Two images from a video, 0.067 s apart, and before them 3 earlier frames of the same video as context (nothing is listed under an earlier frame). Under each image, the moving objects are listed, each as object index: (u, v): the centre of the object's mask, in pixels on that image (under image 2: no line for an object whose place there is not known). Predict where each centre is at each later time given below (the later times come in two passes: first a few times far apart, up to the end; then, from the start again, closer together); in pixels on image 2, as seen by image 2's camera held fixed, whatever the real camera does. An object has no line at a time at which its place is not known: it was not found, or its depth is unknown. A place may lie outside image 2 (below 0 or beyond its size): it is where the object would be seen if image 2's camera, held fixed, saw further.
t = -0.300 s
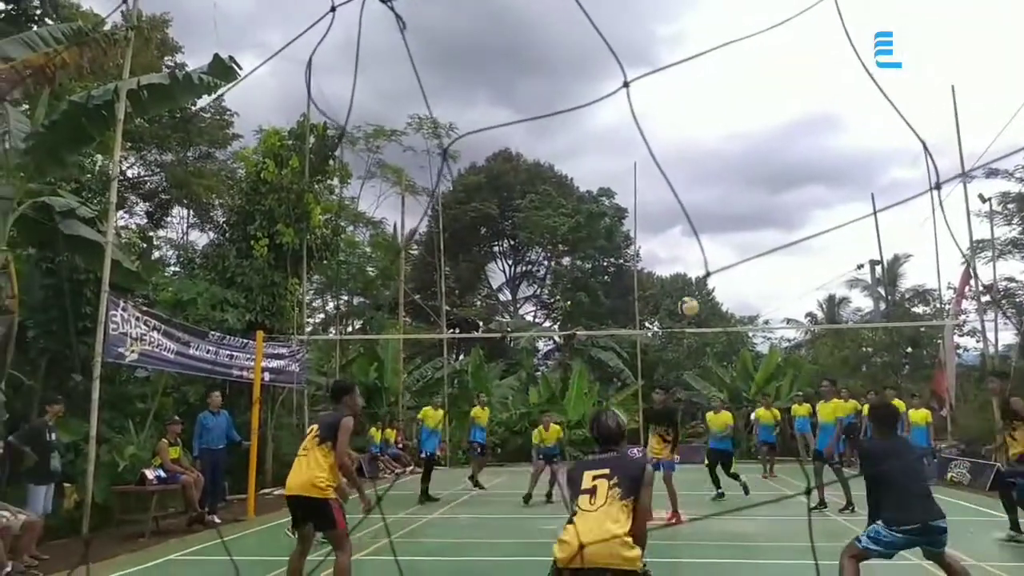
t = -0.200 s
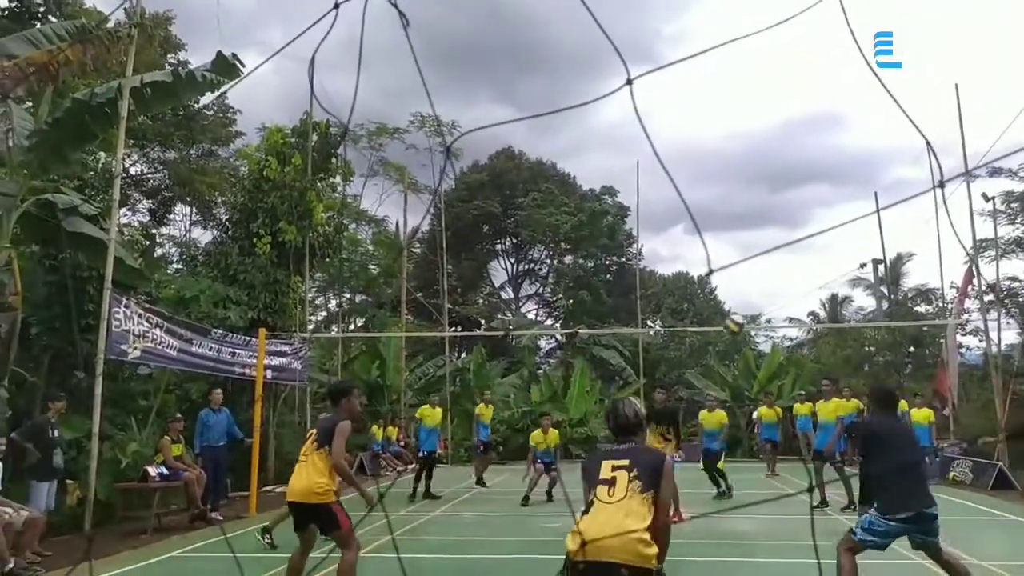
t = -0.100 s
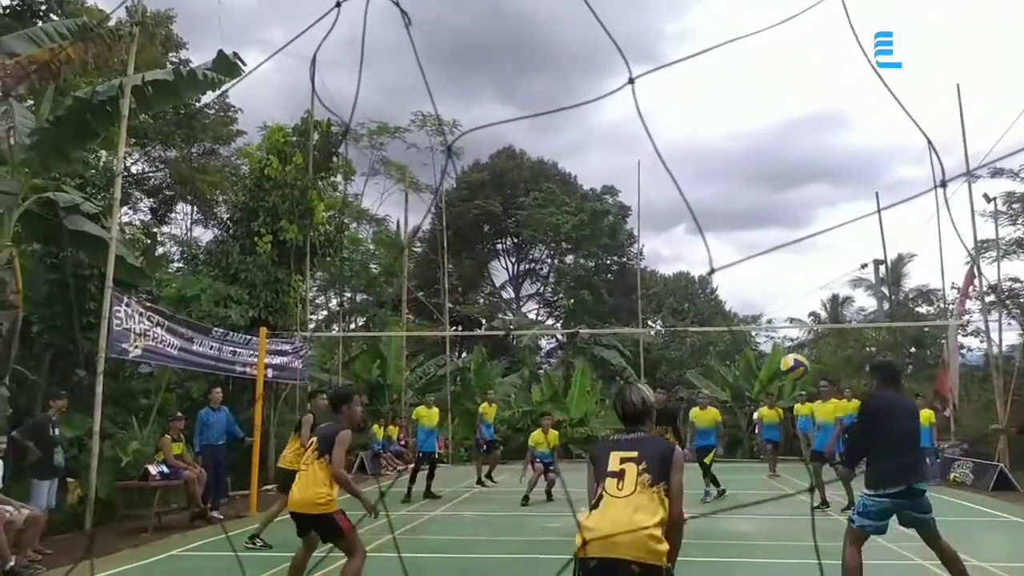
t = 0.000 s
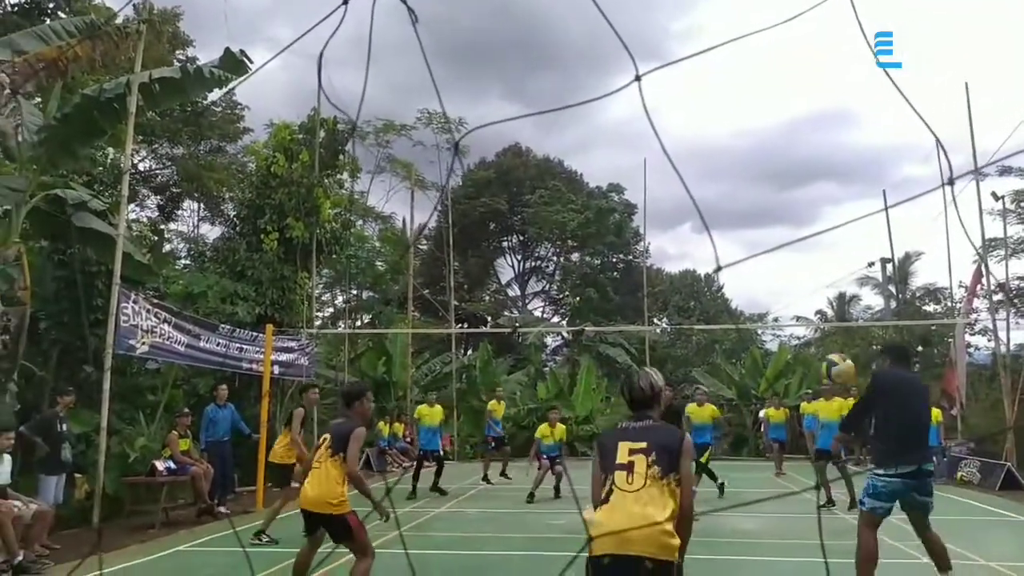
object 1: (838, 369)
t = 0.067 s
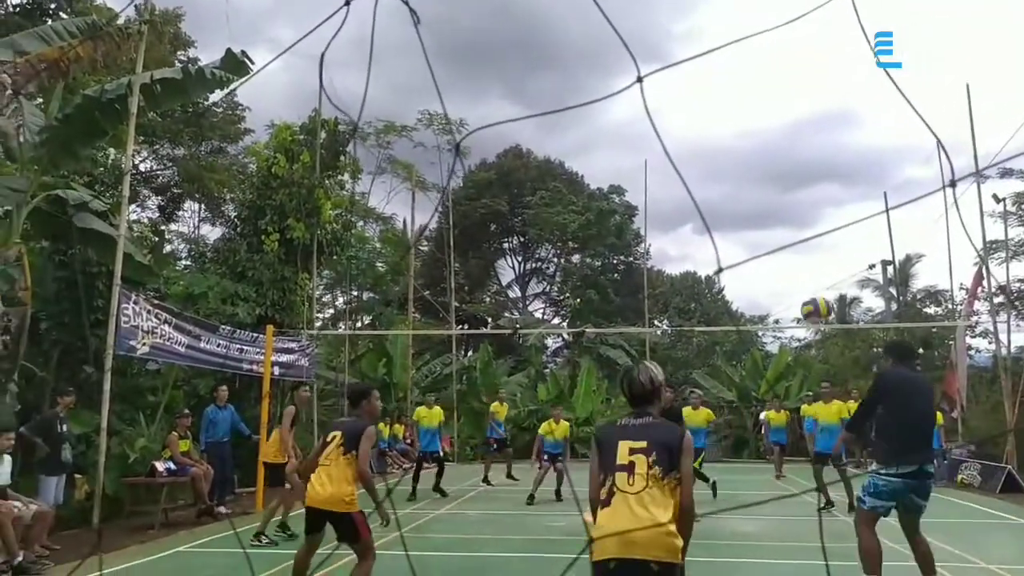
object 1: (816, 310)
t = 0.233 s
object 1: (772, 205)
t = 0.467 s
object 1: (726, 135)
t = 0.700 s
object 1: (691, 130)
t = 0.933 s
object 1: (664, 173)
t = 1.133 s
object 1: (649, 240)
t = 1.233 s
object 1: (637, 281)
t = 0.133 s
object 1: (796, 261)
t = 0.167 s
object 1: (787, 241)
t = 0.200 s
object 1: (779, 222)
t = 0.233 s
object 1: (772, 205)
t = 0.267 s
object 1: (764, 189)
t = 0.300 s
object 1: (758, 176)
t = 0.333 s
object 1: (751, 165)
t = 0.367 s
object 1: (745, 154)
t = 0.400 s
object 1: (738, 146)
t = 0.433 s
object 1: (732, 140)
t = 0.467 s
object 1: (726, 135)
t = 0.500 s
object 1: (720, 131)
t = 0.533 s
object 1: (715, 127)
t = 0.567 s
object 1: (710, 125)
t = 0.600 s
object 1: (705, 125)
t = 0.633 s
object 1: (700, 125)
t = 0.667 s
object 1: (696, 127)
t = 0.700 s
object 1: (691, 130)
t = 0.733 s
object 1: (688, 131)
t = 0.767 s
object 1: (684, 134)
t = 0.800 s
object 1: (680, 141)
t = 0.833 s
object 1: (675, 147)
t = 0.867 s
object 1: (671, 156)
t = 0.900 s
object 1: (667, 164)
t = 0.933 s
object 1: (664, 173)
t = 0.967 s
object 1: (661, 182)
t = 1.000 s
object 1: (658, 192)
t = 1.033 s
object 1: (655, 203)
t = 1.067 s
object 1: (652, 214)
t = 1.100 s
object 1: (650, 226)
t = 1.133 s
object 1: (649, 240)
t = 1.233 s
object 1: (637, 281)
